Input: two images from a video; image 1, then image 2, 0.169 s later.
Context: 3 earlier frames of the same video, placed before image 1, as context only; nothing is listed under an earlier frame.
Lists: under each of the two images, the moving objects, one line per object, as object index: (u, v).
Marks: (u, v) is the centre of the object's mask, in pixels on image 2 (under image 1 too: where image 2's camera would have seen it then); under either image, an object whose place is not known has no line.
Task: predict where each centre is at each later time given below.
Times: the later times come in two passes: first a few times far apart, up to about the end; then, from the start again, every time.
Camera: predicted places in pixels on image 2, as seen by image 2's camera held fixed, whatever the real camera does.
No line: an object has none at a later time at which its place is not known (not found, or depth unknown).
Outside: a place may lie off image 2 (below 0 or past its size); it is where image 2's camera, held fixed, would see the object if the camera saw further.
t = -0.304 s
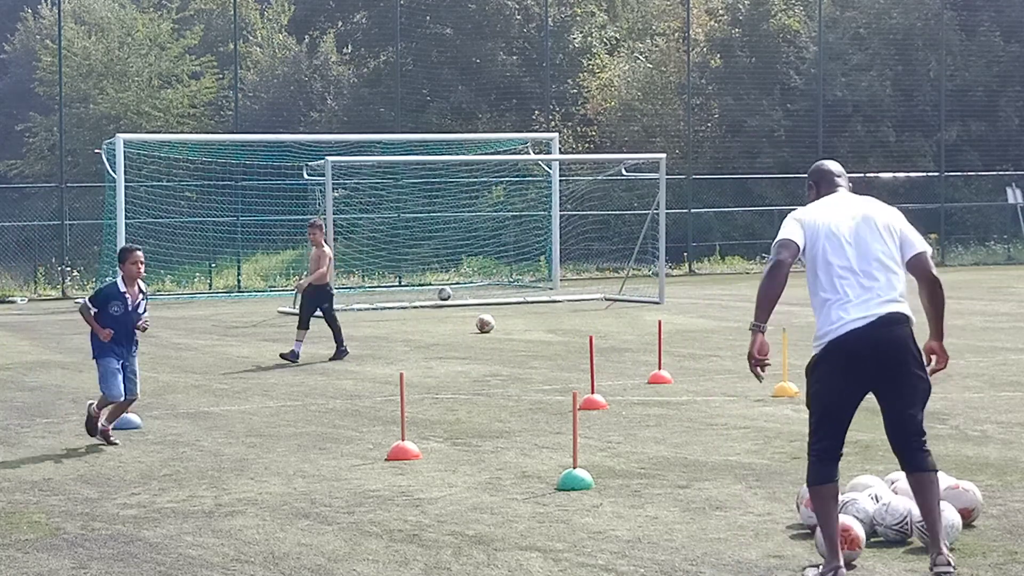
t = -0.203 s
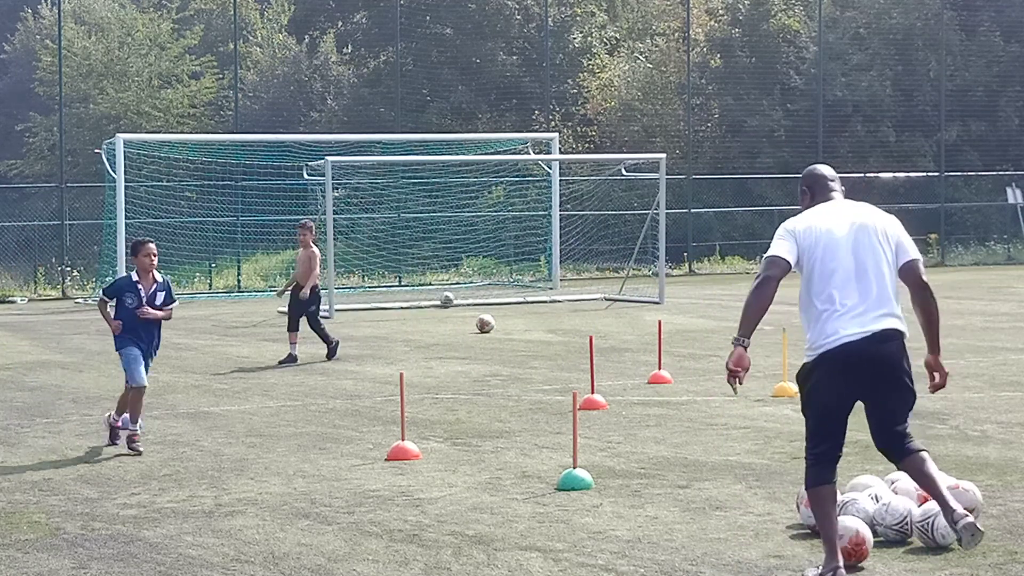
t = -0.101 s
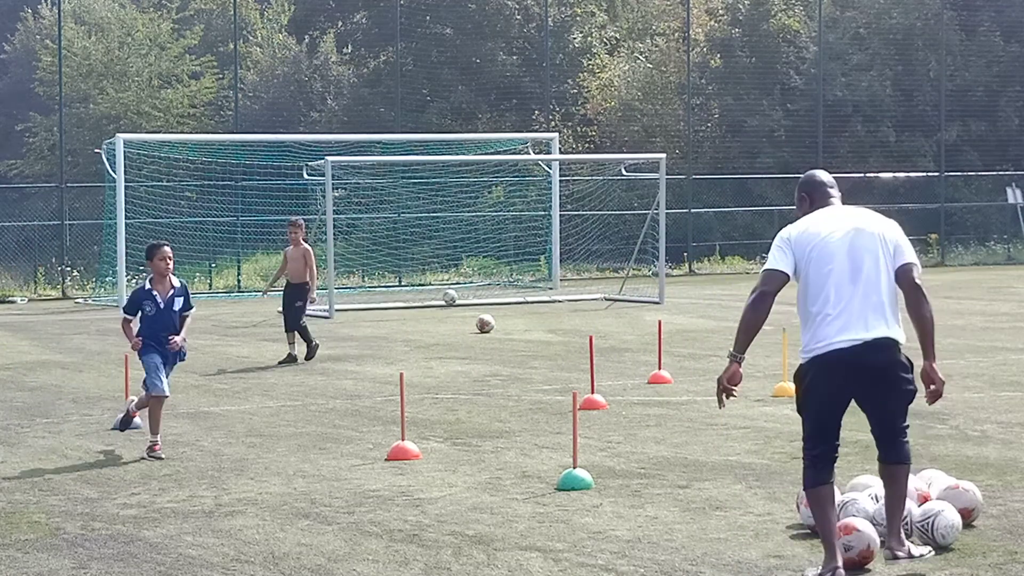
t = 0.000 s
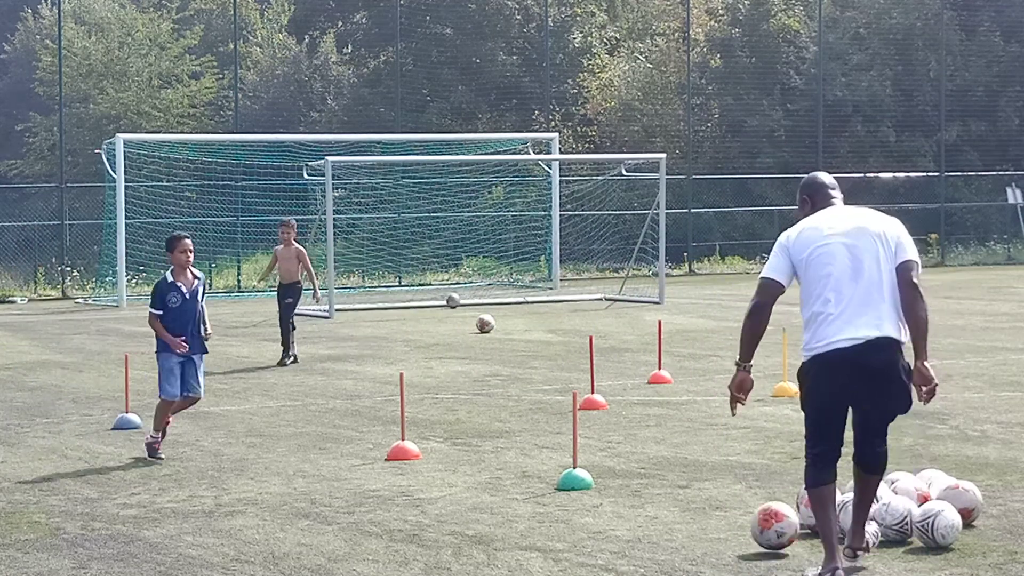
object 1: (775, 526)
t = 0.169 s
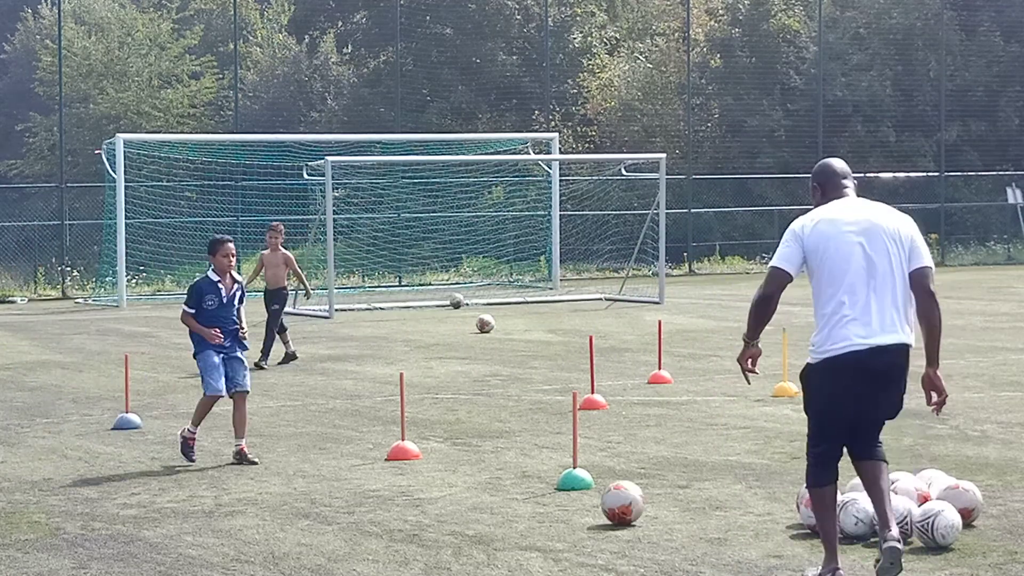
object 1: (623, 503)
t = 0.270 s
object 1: (554, 491)
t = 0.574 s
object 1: (409, 464)
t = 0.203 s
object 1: (599, 498)
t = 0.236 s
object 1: (575, 495)
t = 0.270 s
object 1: (554, 491)
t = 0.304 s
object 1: (534, 487)
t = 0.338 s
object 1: (515, 484)
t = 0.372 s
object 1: (498, 481)
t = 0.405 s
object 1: (482, 479)
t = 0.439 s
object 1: (466, 475)
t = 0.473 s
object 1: (451, 473)
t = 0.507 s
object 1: (437, 471)
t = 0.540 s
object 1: (423, 467)
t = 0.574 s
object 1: (409, 464)
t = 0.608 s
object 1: (396, 465)
